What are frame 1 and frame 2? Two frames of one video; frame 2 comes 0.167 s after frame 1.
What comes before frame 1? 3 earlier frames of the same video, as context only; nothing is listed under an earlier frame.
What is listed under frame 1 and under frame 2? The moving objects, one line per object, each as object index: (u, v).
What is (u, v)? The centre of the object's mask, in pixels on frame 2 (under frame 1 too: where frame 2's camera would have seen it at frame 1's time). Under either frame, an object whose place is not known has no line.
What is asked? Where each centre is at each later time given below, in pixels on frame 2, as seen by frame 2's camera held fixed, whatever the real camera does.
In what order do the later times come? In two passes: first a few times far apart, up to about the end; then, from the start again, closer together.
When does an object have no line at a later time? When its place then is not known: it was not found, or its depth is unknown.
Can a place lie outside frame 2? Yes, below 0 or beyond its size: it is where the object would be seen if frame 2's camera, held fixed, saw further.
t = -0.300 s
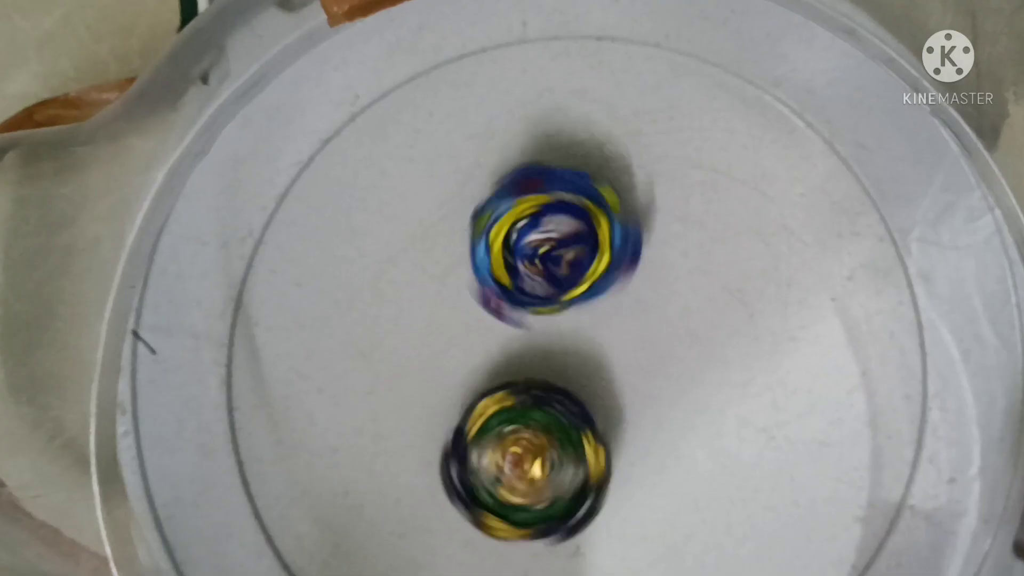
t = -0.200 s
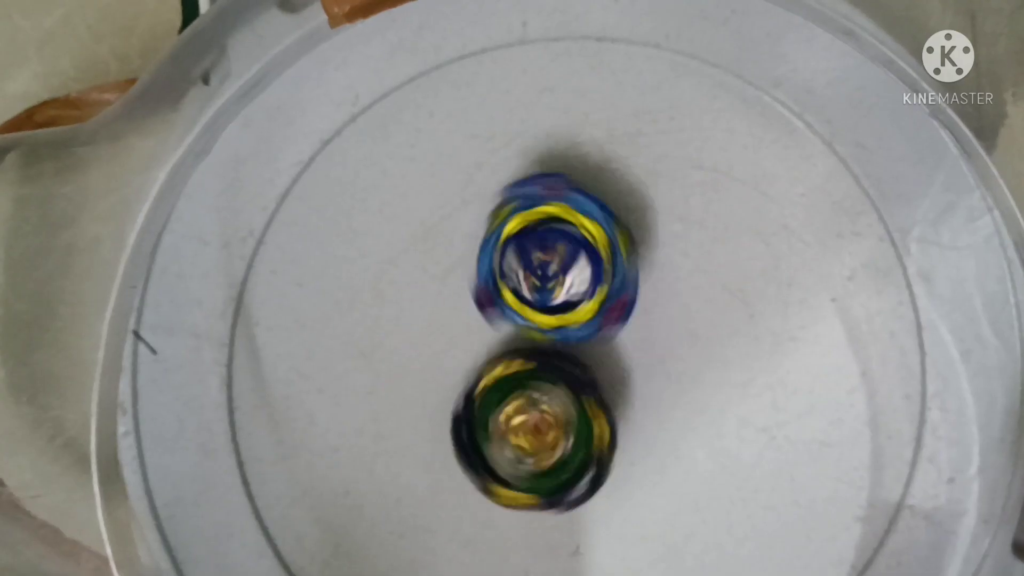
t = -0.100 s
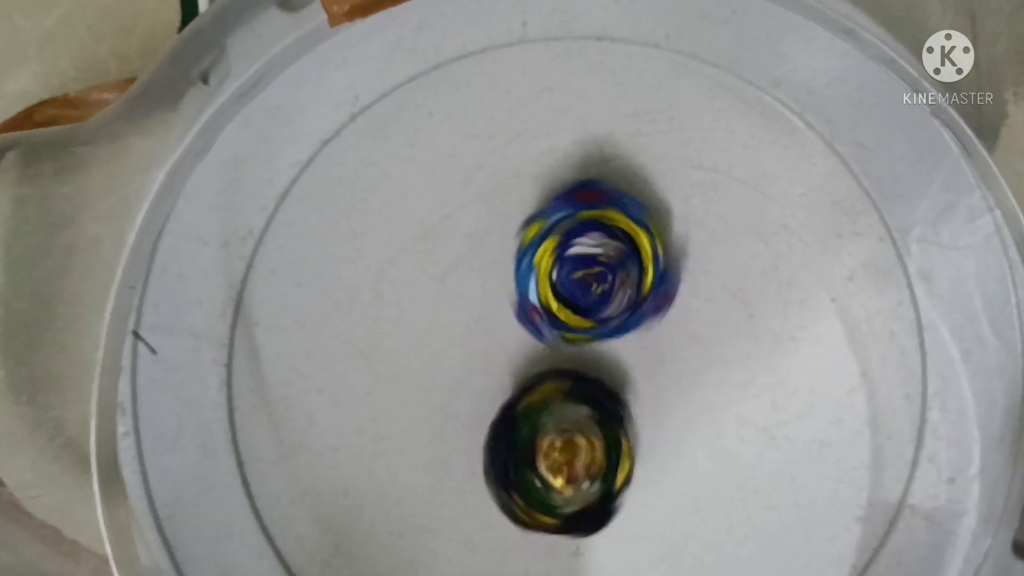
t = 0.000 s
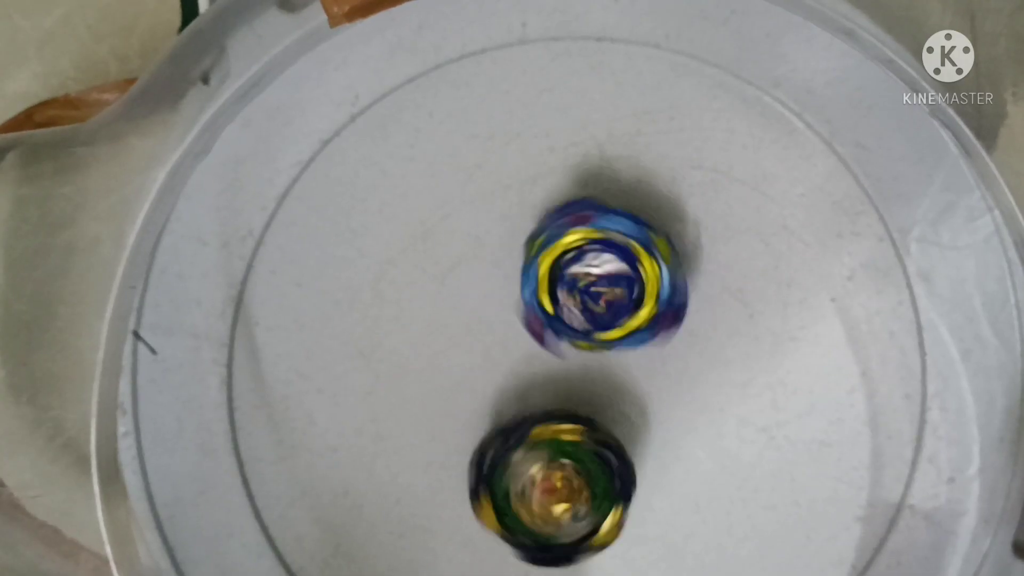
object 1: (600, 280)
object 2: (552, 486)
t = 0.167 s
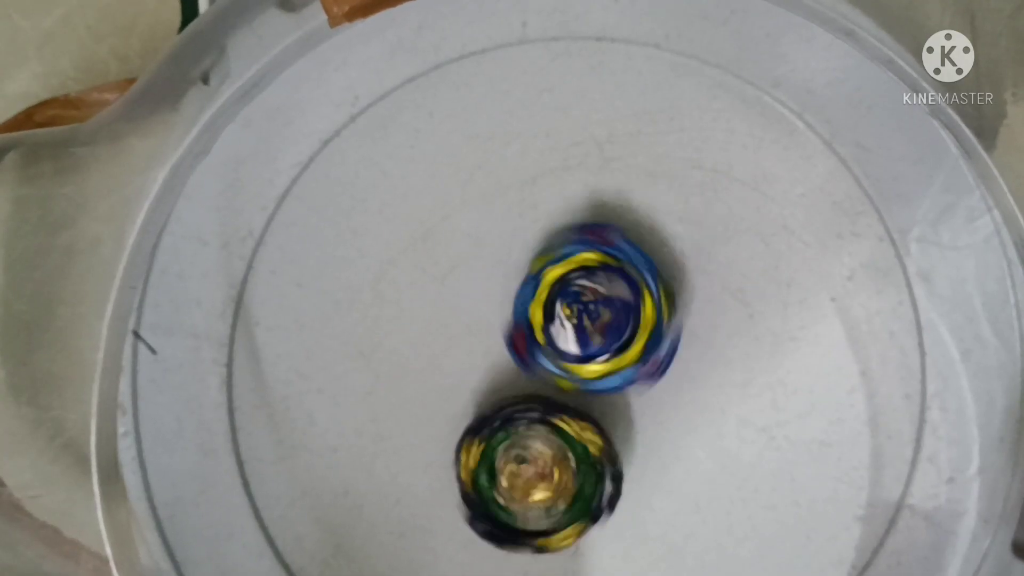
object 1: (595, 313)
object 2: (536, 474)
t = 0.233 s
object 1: (594, 300)
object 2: (533, 492)
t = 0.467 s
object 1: (561, 308)
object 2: (509, 473)
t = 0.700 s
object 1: (617, 302)
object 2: (518, 500)
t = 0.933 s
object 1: (607, 301)
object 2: (549, 490)
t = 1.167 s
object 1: (612, 322)
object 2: (538, 437)
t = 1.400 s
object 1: (605, 318)
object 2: (522, 425)
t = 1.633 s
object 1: (605, 318)
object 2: (528, 428)
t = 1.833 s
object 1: (604, 318)
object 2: (532, 430)
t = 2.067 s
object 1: (604, 318)
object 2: (531, 429)
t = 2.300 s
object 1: (604, 318)
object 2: (532, 429)
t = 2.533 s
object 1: (604, 318)
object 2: (531, 429)
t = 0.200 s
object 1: (590, 315)
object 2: (536, 481)
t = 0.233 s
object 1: (594, 300)
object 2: (533, 492)
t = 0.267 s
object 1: (599, 294)
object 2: (525, 495)
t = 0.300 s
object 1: (600, 295)
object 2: (516, 496)
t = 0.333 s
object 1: (594, 296)
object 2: (506, 494)
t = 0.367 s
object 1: (586, 300)
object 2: (497, 494)
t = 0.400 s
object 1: (577, 305)
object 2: (496, 490)
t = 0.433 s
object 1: (564, 308)
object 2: (502, 483)
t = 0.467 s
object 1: (561, 308)
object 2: (509, 473)
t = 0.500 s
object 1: (568, 314)
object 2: (513, 461)
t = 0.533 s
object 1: (576, 323)
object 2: (515, 450)
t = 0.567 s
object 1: (583, 326)
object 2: (513, 448)
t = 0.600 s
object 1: (591, 322)
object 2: (516, 458)
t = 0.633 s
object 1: (606, 312)
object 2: (516, 474)
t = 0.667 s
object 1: (613, 306)
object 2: (516, 489)
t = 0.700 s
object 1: (617, 302)
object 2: (518, 500)
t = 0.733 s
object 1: (619, 301)
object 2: (519, 508)
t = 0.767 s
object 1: (617, 300)
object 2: (522, 507)
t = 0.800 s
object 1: (614, 300)
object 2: (527, 505)
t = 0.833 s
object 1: (611, 301)
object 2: (531, 503)
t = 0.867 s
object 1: (609, 301)
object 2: (536, 500)
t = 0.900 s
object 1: (607, 301)
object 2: (543, 496)
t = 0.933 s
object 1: (607, 301)
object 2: (549, 490)
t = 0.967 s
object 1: (607, 302)
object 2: (552, 482)
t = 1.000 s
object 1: (607, 306)
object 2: (556, 473)
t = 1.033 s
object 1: (606, 315)
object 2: (555, 465)
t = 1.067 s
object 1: (608, 321)
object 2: (552, 457)
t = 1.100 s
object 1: (610, 323)
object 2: (548, 448)
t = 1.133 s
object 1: (612, 322)
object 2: (542, 443)
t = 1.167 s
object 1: (612, 322)
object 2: (538, 437)
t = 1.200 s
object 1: (610, 321)
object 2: (533, 432)
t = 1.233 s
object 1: (607, 318)
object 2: (529, 428)
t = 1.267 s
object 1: (605, 318)
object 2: (526, 427)
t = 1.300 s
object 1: (605, 318)
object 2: (524, 426)
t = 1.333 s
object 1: (605, 318)
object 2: (523, 425)
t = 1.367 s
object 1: (605, 318)
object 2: (522, 425)
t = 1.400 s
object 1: (605, 318)
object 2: (522, 425)
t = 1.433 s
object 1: (605, 318)
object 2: (522, 425)
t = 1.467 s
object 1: (605, 318)
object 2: (522, 425)
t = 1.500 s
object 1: (605, 318)
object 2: (523, 426)
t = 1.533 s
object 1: (605, 318)
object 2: (523, 426)
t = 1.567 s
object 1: (605, 318)
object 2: (524, 427)
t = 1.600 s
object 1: (605, 318)
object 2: (526, 427)
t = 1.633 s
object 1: (605, 318)
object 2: (528, 428)
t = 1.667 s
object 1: (605, 318)
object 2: (530, 428)
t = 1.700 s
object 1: (604, 318)
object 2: (532, 430)
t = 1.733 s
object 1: (604, 318)
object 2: (533, 431)
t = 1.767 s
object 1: (604, 318)
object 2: (533, 432)
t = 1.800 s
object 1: (604, 318)
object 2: (533, 431)
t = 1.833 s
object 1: (604, 318)
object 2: (532, 430)
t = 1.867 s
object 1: (604, 318)
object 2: (531, 428)
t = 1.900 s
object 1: (604, 318)
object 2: (530, 428)
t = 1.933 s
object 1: (605, 318)
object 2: (530, 429)
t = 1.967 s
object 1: (604, 318)
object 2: (531, 429)
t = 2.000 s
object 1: (604, 318)
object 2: (532, 429)
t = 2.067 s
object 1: (604, 318)
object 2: (531, 429)
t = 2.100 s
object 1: (604, 318)
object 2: (531, 429)
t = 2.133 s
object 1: (604, 318)
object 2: (532, 429)
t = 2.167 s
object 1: (604, 318)
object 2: (532, 429)
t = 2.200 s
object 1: (604, 318)
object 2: (531, 429)
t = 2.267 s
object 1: (604, 318)
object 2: (532, 429)
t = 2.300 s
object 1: (604, 318)
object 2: (532, 429)
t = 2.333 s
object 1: (604, 318)
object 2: (531, 429)
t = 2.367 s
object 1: (604, 318)
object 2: (532, 429)
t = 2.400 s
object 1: (604, 318)
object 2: (532, 429)
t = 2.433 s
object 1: (604, 318)
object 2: (531, 429)
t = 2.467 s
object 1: (604, 318)
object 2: (531, 429)
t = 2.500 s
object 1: (604, 318)
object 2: (532, 429)
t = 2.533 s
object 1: (604, 318)
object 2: (531, 429)
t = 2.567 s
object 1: (604, 318)
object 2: (531, 429)
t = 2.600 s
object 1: (604, 318)
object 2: (532, 429)
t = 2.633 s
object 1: (604, 318)
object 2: (531, 429)
